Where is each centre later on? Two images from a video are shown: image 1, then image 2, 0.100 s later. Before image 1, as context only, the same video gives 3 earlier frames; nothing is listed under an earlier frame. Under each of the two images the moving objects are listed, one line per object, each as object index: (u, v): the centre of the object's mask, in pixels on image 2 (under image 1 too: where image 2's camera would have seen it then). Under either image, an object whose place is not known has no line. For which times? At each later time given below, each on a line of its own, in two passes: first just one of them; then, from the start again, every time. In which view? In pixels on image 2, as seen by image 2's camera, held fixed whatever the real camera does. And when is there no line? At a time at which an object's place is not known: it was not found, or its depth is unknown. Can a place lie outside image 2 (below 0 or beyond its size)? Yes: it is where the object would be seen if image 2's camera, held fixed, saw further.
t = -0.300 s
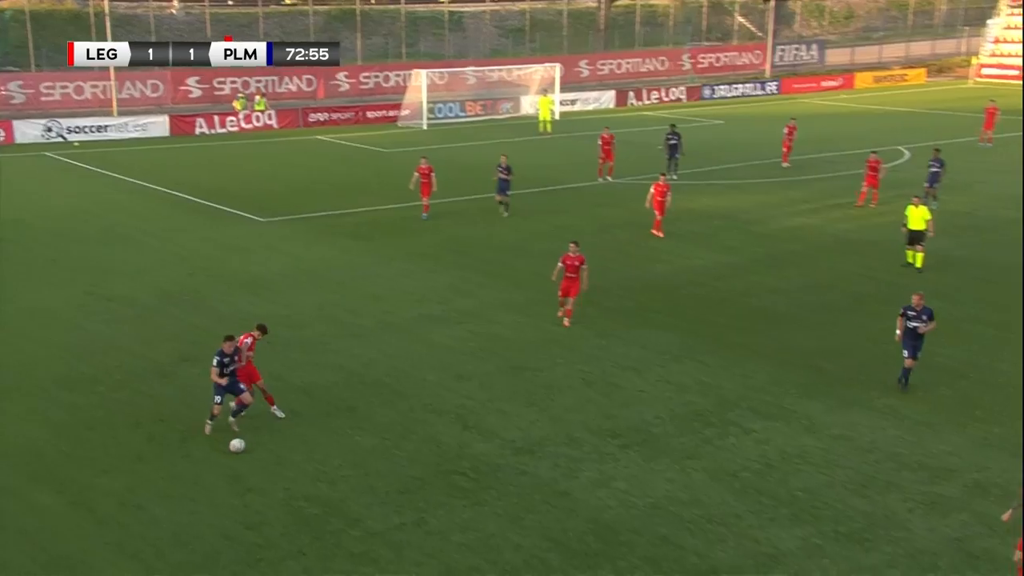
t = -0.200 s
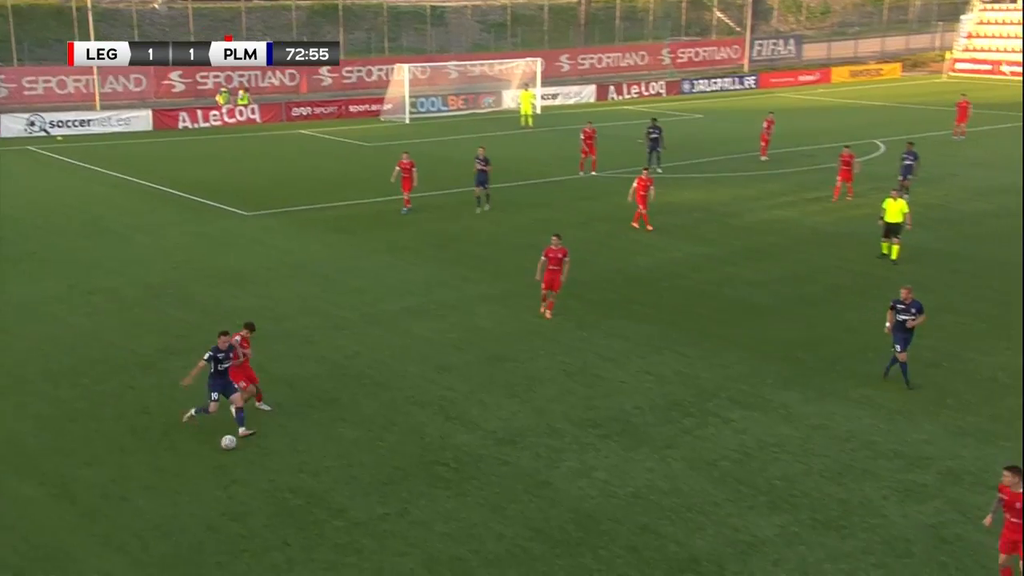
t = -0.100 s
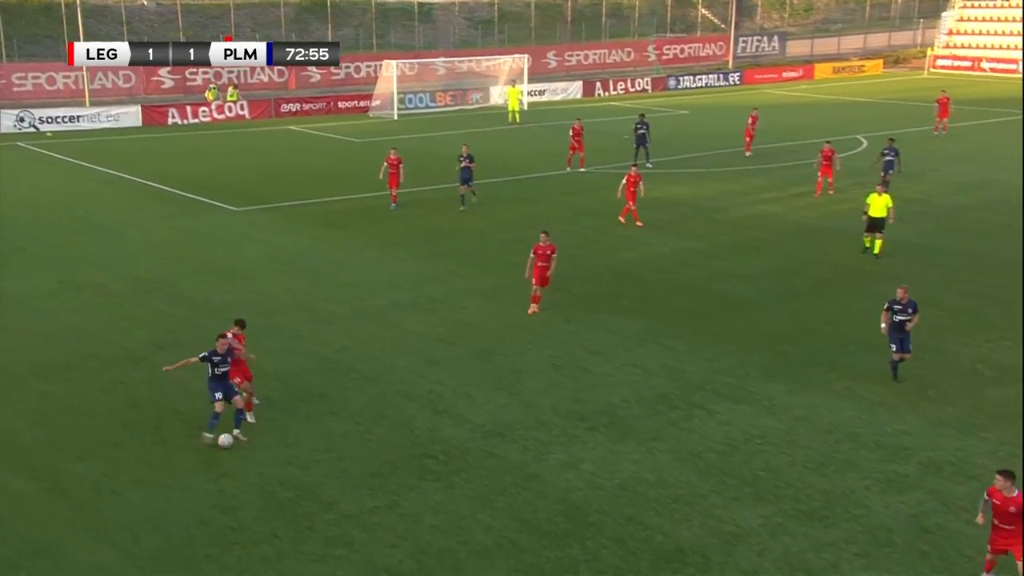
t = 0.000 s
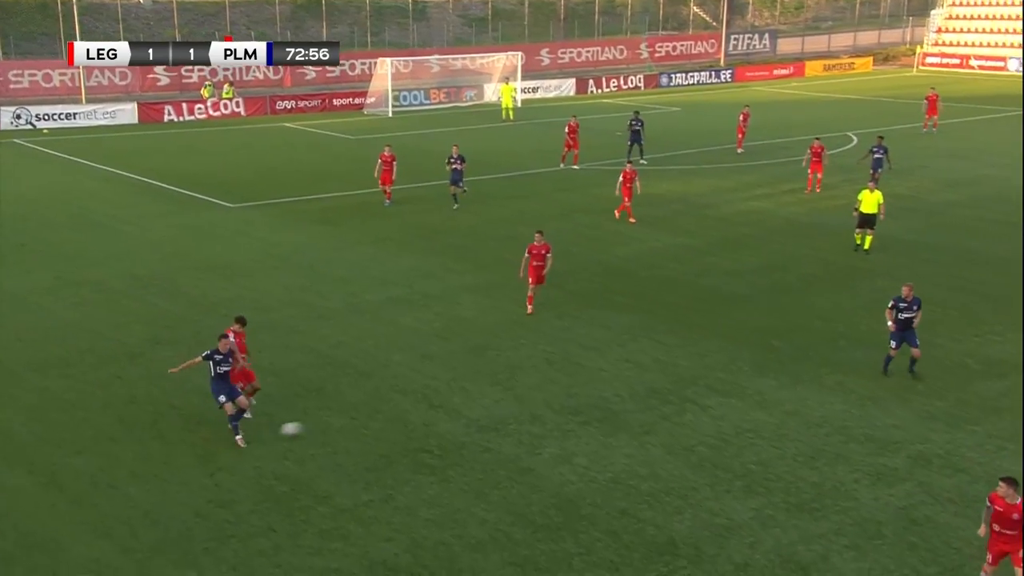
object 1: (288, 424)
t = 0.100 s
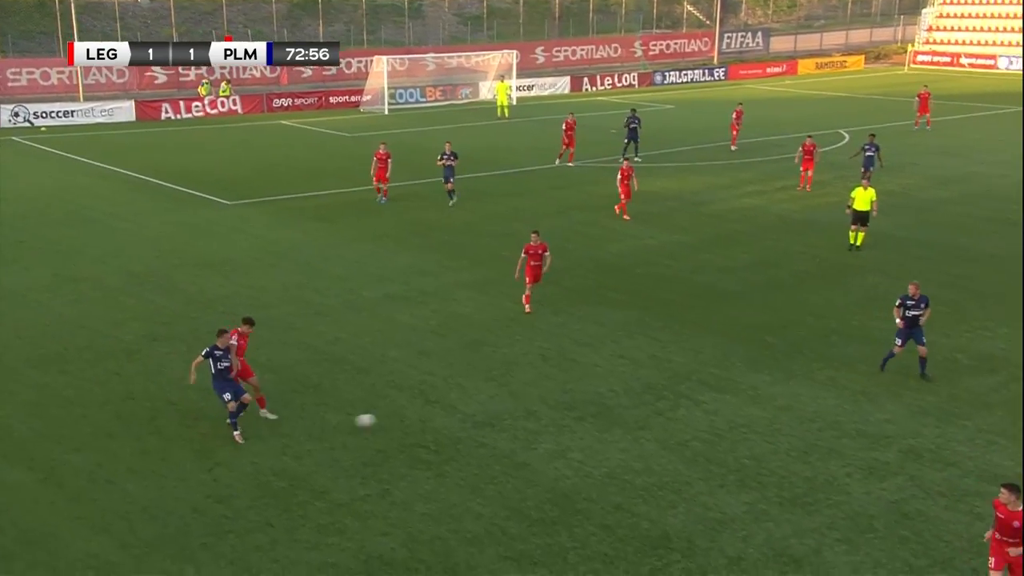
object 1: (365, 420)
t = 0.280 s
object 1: (489, 417)
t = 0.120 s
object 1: (380, 420)
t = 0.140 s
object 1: (395, 421)
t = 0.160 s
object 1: (410, 422)
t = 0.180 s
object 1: (424, 421)
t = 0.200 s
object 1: (438, 421)
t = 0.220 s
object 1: (450, 420)
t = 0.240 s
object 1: (464, 419)
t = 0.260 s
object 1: (476, 417)
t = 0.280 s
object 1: (489, 417)
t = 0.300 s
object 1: (501, 416)
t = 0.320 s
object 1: (514, 416)
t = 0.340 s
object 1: (526, 416)
